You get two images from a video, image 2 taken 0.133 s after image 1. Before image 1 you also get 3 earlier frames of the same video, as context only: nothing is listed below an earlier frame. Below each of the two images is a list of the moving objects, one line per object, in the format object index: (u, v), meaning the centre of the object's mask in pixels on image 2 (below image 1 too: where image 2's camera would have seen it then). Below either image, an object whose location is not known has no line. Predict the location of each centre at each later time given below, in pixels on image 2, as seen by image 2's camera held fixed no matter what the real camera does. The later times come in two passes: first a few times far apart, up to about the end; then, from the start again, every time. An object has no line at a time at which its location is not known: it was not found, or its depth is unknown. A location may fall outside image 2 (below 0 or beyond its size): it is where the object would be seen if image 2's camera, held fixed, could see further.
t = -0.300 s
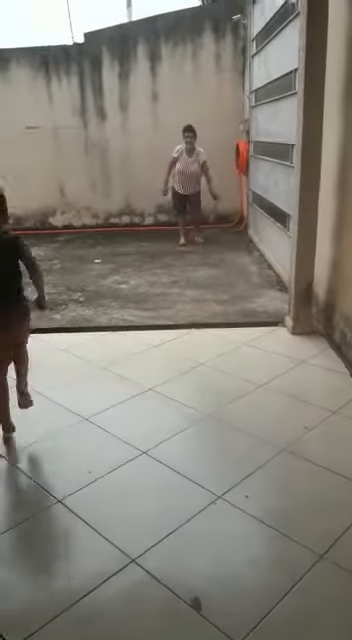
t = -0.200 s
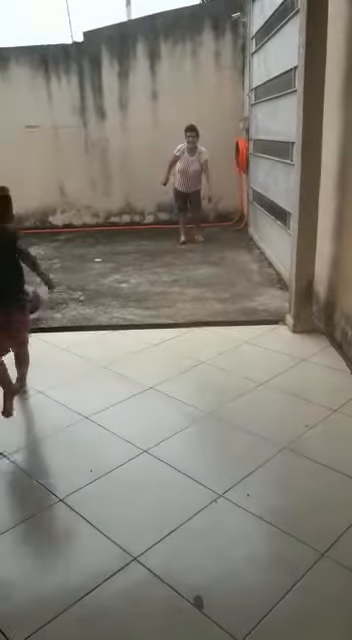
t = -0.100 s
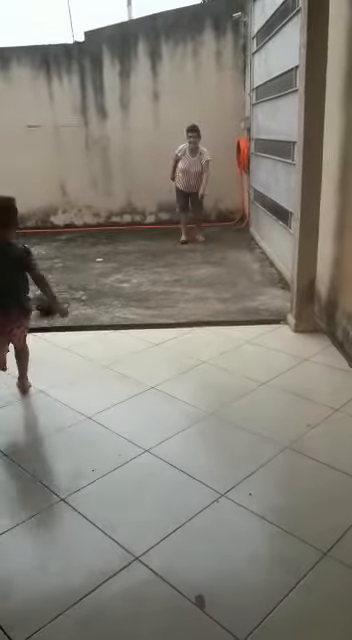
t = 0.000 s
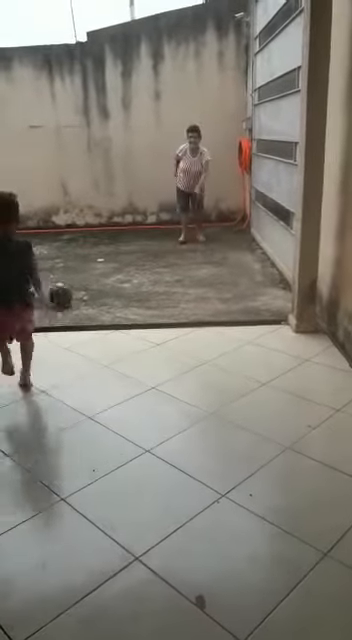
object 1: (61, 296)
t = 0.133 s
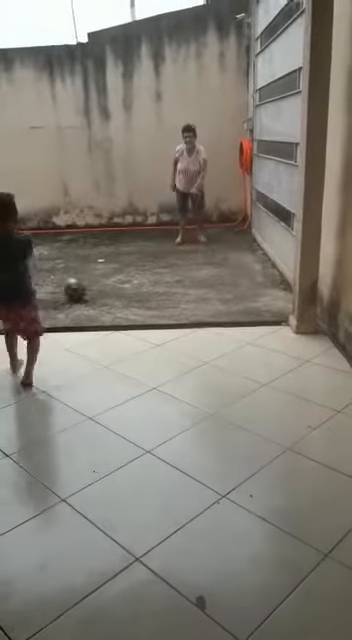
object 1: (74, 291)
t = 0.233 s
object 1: (85, 285)
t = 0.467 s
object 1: (103, 276)
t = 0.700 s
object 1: (118, 268)
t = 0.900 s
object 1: (127, 262)
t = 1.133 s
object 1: (137, 256)
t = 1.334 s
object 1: (145, 252)
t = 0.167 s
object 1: (78, 288)
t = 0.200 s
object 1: (82, 288)
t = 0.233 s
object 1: (85, 285)
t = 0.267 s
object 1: (88, 283)
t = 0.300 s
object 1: (90, 283)
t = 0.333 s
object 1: (93, 281)
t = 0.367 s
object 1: (95, 279)
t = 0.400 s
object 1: (97, 278)
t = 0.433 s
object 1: (100, 277)
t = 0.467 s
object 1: (103, 276)
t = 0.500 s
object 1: (105, 275)
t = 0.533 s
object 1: (108, 273)
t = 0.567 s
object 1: (110, 272)
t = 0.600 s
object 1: (113, 272)
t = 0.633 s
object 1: (114, 270)
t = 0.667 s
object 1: (116, 268)
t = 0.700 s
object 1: (118, 268)
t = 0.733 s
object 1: (120, 267)
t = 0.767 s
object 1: (122, 265)
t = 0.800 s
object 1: (123, 265)
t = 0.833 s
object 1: (125, 263)
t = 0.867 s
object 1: (127, 263)
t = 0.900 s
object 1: (127, 262)
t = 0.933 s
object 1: (130, 260)
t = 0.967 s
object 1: (131, 260)
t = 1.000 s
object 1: (132, 260)
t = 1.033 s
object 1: (133, 259)
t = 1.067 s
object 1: (135, 257)
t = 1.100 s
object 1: (137, 257)
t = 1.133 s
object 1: (137, 256)
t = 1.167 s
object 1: (140, 255)
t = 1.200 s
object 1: (142, 255)
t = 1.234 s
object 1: (143, 254)
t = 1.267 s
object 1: (143, 254)
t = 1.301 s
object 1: (144, 253)
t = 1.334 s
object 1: (145, 252)
